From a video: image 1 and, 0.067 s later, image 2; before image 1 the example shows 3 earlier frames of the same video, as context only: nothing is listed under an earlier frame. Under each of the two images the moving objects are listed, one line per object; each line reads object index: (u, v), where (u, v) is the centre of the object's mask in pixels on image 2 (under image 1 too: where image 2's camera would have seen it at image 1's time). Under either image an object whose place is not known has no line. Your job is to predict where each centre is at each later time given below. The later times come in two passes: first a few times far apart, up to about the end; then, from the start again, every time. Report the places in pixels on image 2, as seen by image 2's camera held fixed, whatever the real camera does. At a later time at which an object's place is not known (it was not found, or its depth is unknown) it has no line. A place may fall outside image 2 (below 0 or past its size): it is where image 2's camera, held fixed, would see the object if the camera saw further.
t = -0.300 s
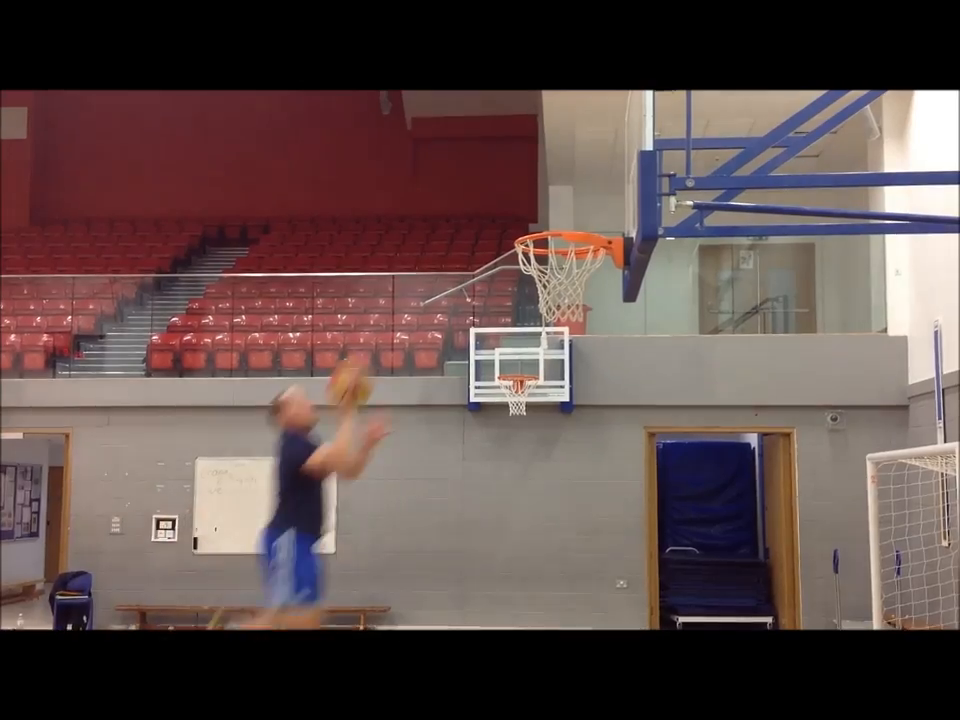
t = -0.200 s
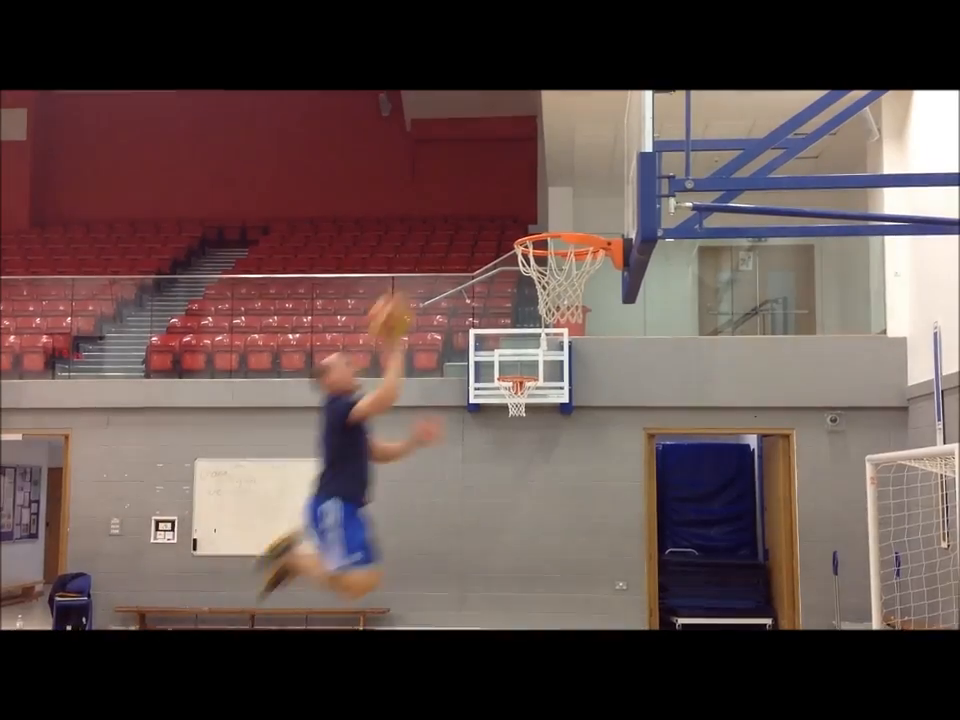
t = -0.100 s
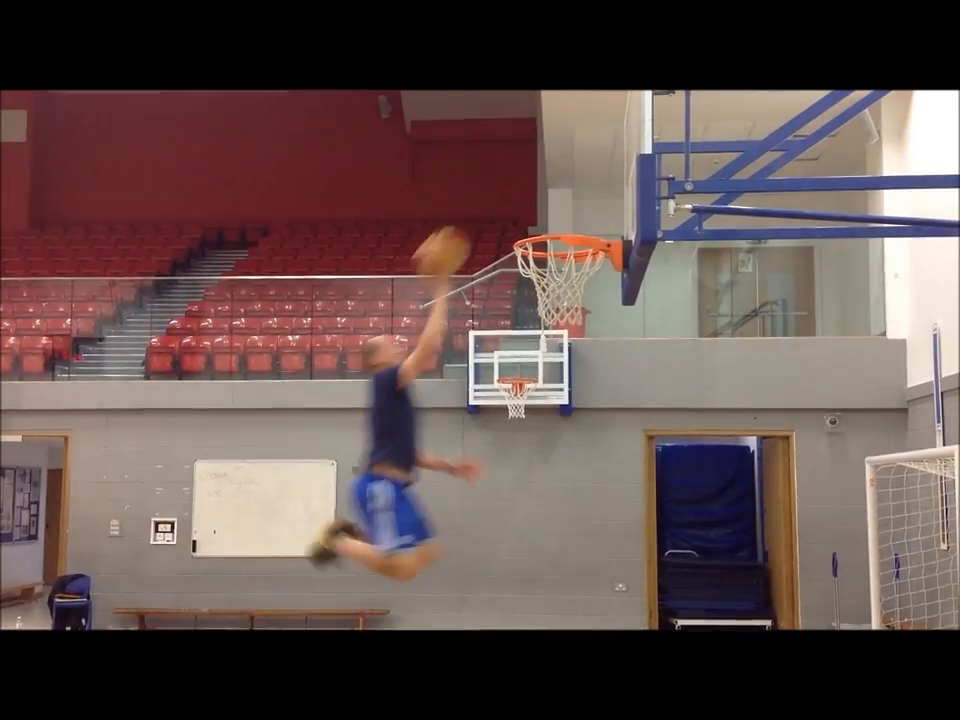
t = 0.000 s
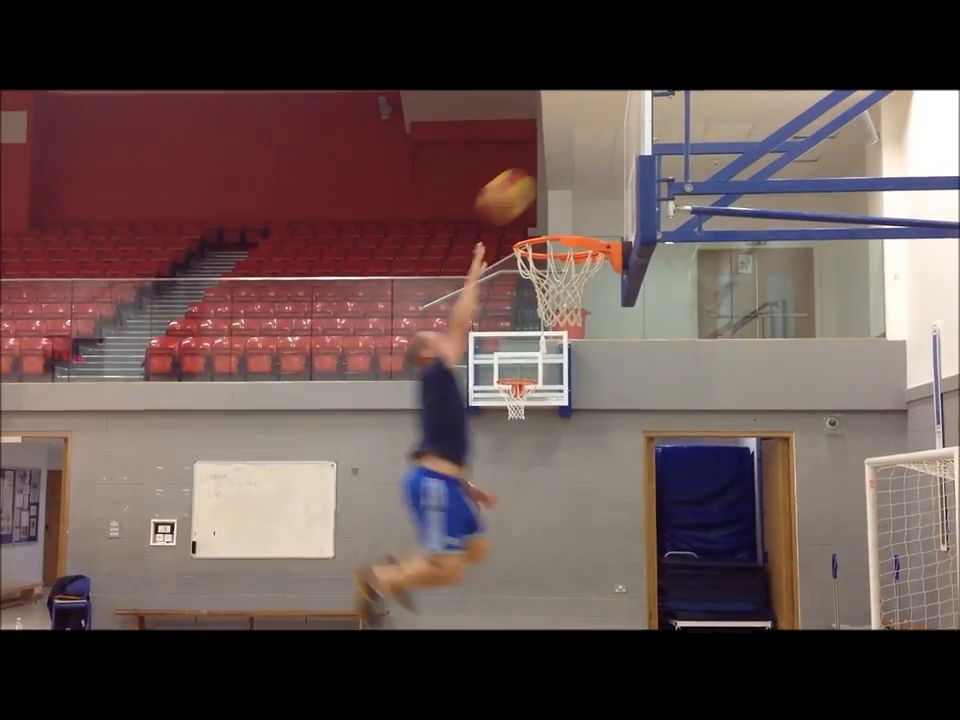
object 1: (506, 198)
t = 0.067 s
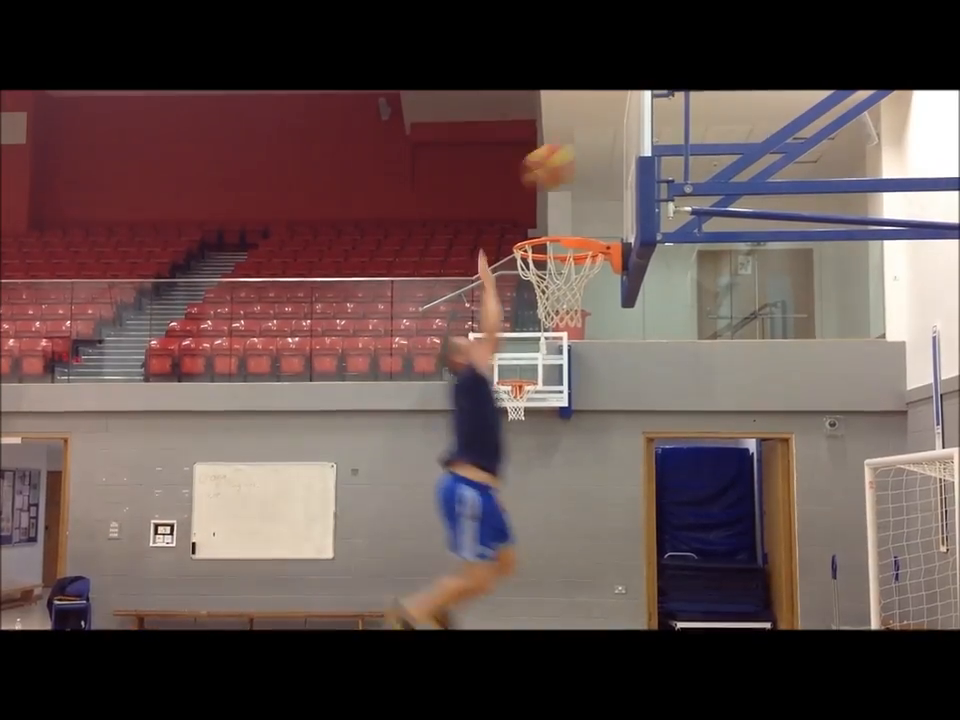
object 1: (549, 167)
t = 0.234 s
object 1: (577, 138)
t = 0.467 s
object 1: (469, 209)
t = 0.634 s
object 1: (391, 319)
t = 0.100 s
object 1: (572, 153)
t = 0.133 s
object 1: (594, 143)
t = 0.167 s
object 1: (608, 137)
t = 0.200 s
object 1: (592, 136)
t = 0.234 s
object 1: (577, 138)
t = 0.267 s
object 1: (561, 141)
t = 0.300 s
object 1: (545, 148)
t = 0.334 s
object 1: (529, 157)
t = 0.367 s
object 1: (515, 167)
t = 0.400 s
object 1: (500, 179)
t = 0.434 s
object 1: (485, 193)
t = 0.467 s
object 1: (469, 209)
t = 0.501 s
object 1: (454, 227)
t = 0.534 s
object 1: (439, 247)
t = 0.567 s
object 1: (425, 265)
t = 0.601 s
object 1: (408, 290)
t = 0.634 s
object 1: (391, 319)
